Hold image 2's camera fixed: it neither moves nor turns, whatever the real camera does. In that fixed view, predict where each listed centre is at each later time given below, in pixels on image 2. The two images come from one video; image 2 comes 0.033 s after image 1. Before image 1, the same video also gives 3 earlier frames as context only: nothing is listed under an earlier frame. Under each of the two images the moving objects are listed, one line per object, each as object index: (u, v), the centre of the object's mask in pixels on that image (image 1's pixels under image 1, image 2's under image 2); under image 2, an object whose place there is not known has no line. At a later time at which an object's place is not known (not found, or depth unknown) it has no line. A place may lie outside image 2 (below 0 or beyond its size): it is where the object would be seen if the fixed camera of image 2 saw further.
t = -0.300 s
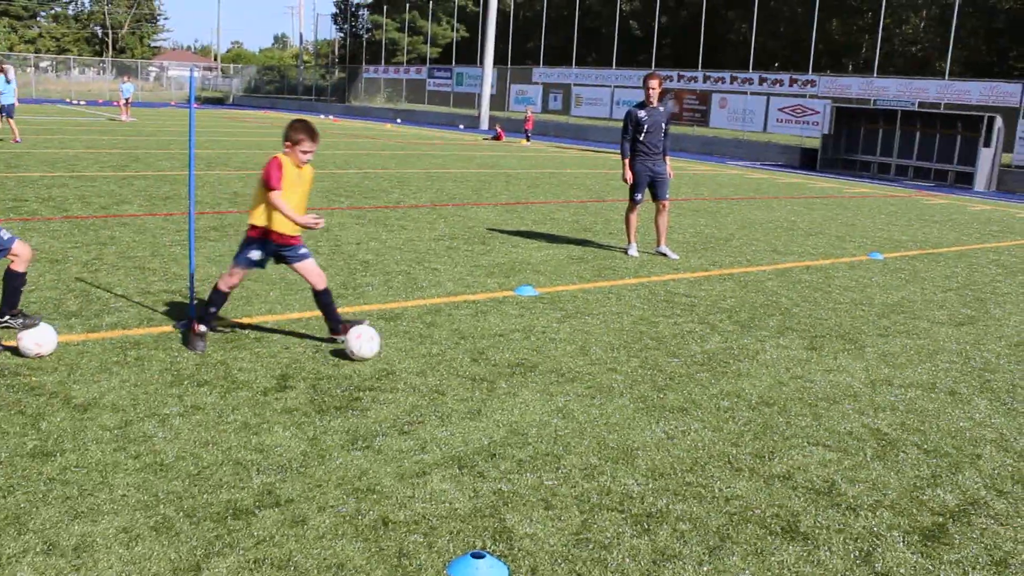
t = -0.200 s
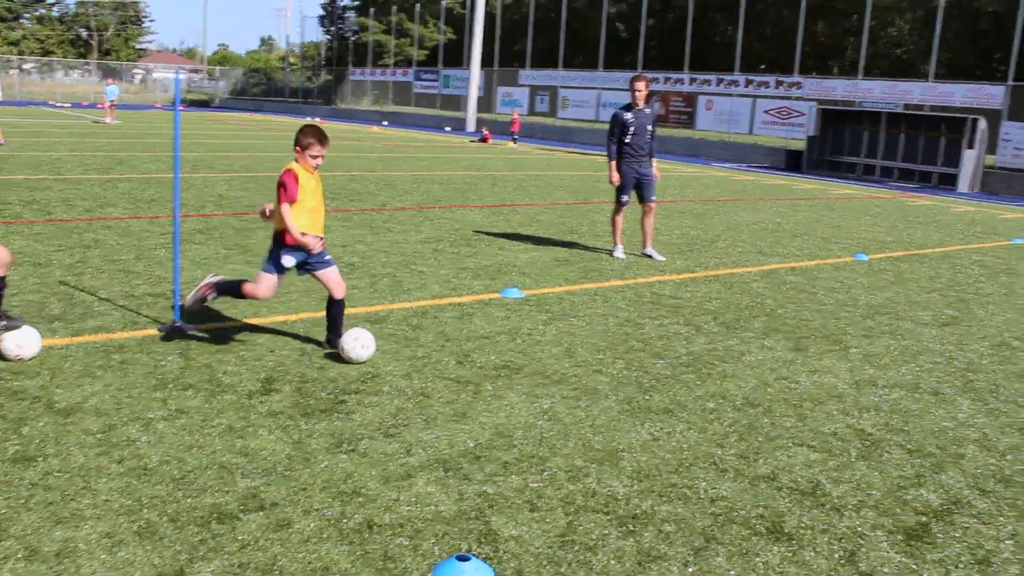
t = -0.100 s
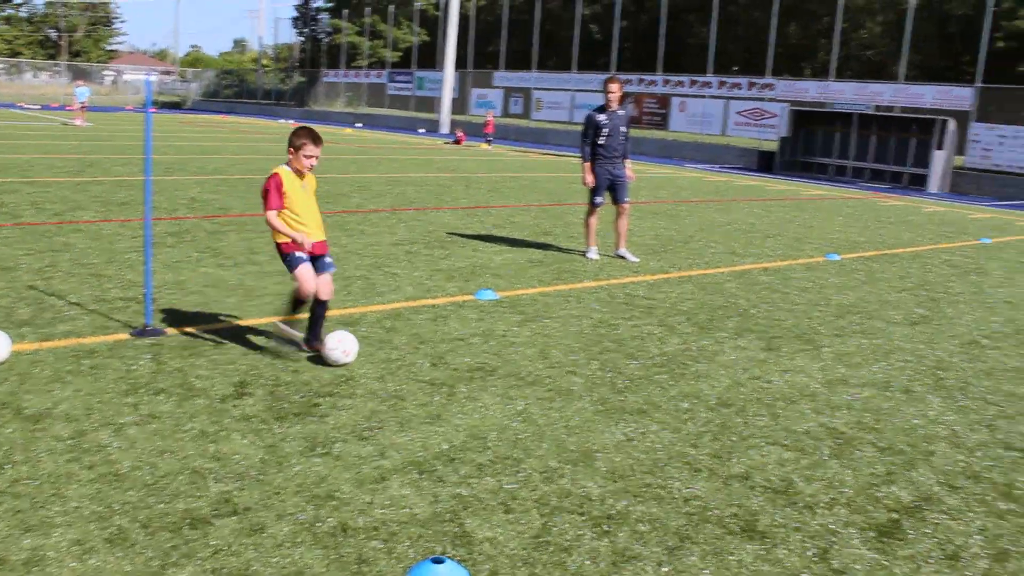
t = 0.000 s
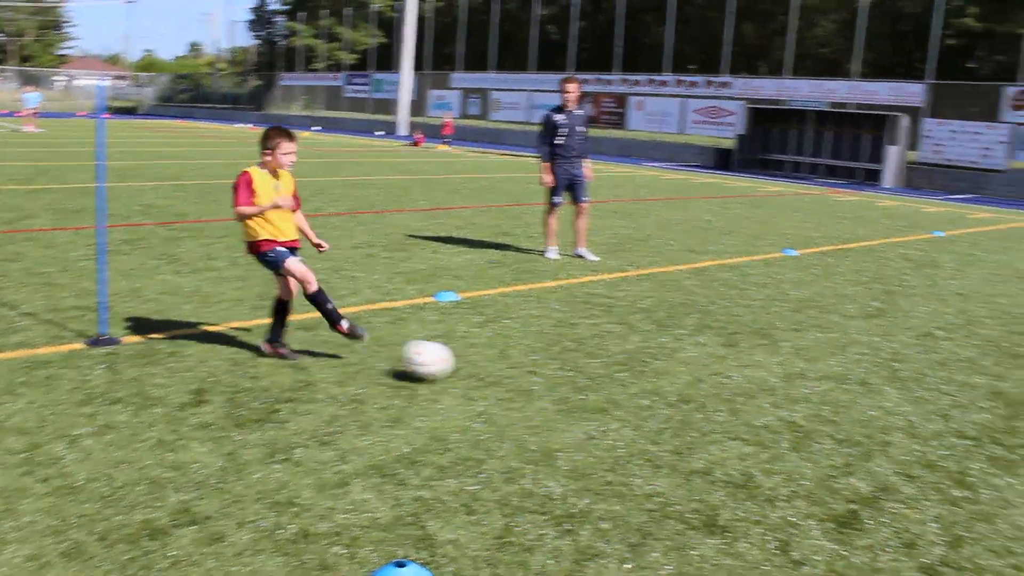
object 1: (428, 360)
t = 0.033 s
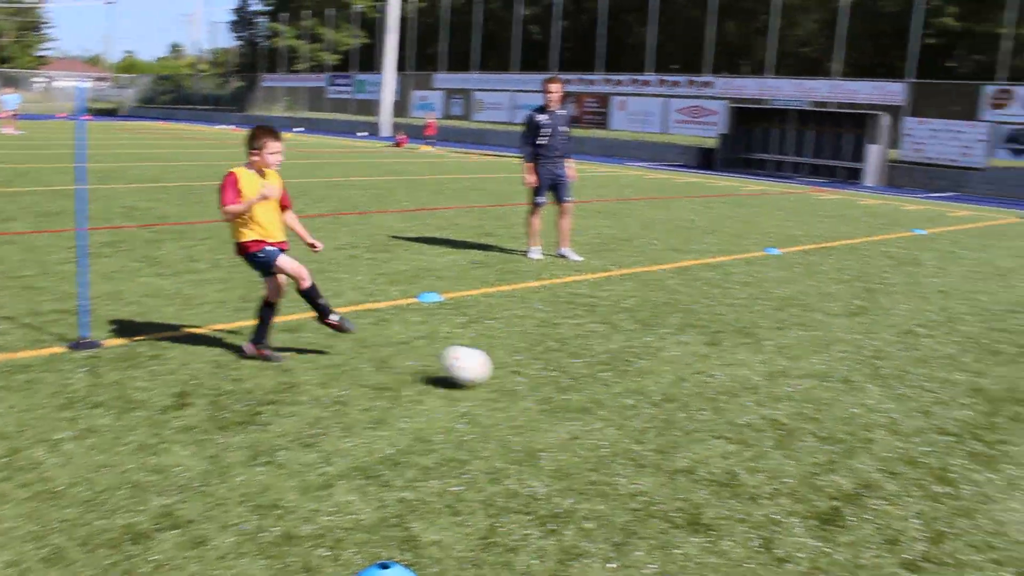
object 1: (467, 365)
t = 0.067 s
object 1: (521, 371)
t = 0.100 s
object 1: (575, 380)
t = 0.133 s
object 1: (624, 381)
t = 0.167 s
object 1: (670, 380)
